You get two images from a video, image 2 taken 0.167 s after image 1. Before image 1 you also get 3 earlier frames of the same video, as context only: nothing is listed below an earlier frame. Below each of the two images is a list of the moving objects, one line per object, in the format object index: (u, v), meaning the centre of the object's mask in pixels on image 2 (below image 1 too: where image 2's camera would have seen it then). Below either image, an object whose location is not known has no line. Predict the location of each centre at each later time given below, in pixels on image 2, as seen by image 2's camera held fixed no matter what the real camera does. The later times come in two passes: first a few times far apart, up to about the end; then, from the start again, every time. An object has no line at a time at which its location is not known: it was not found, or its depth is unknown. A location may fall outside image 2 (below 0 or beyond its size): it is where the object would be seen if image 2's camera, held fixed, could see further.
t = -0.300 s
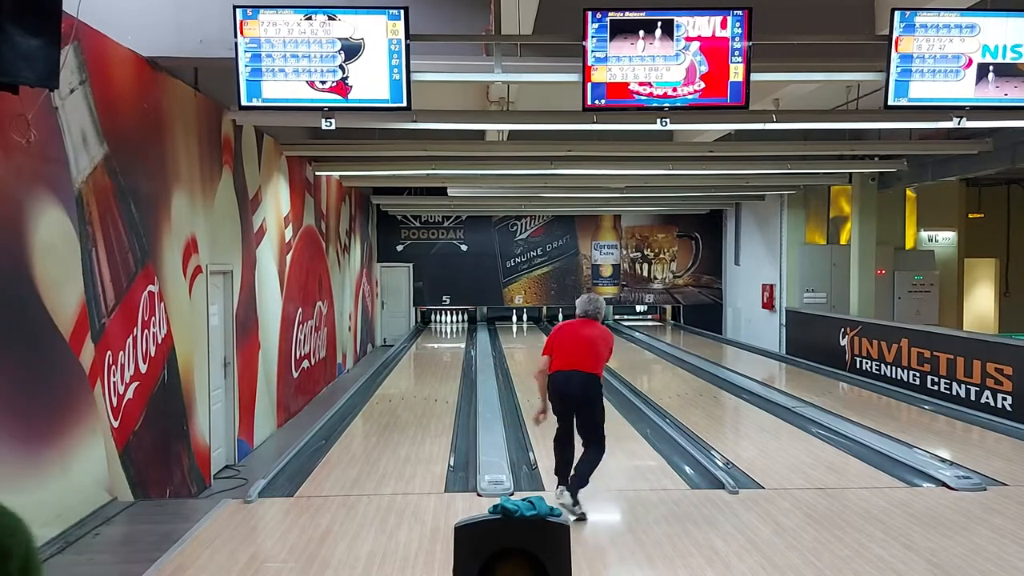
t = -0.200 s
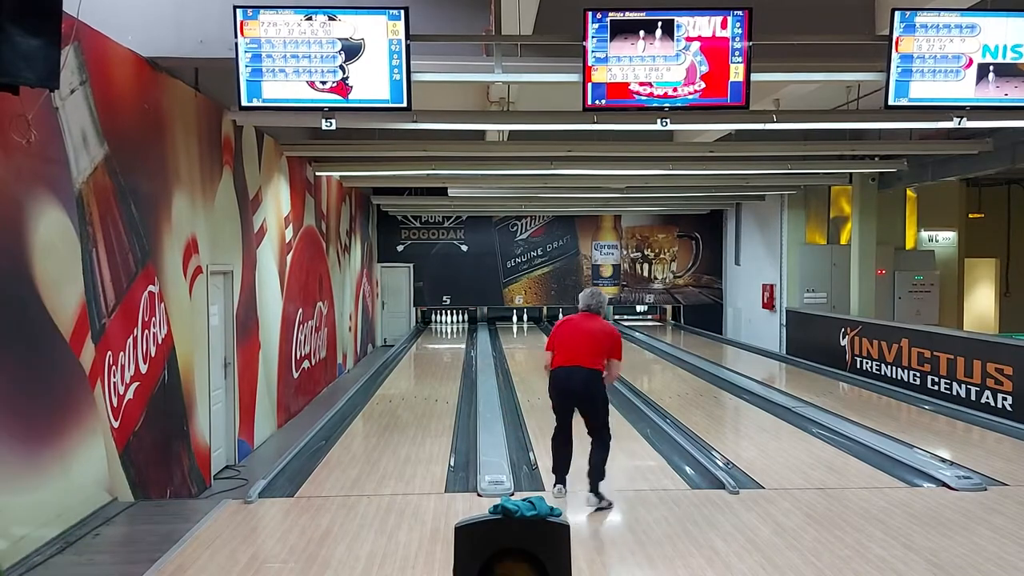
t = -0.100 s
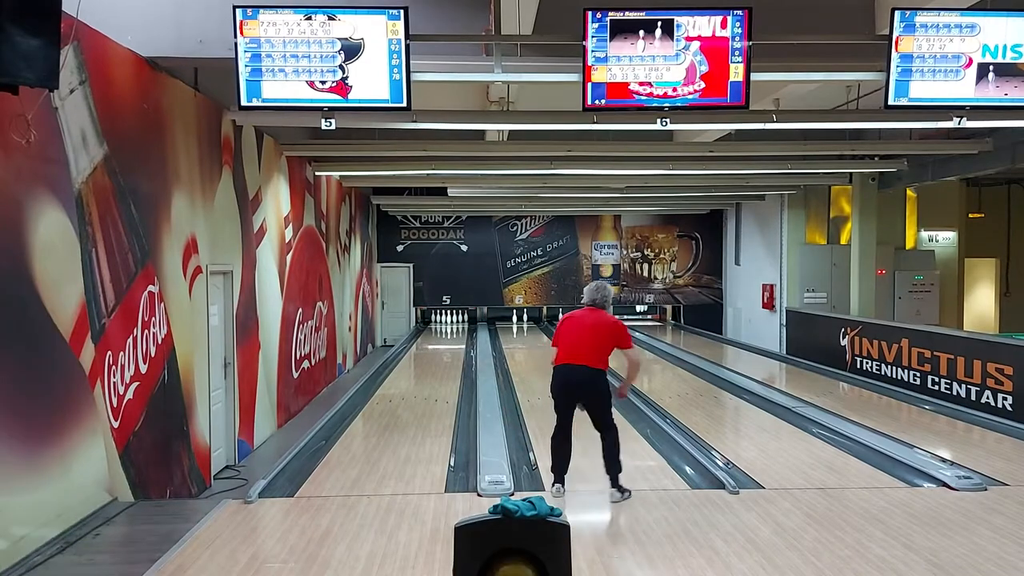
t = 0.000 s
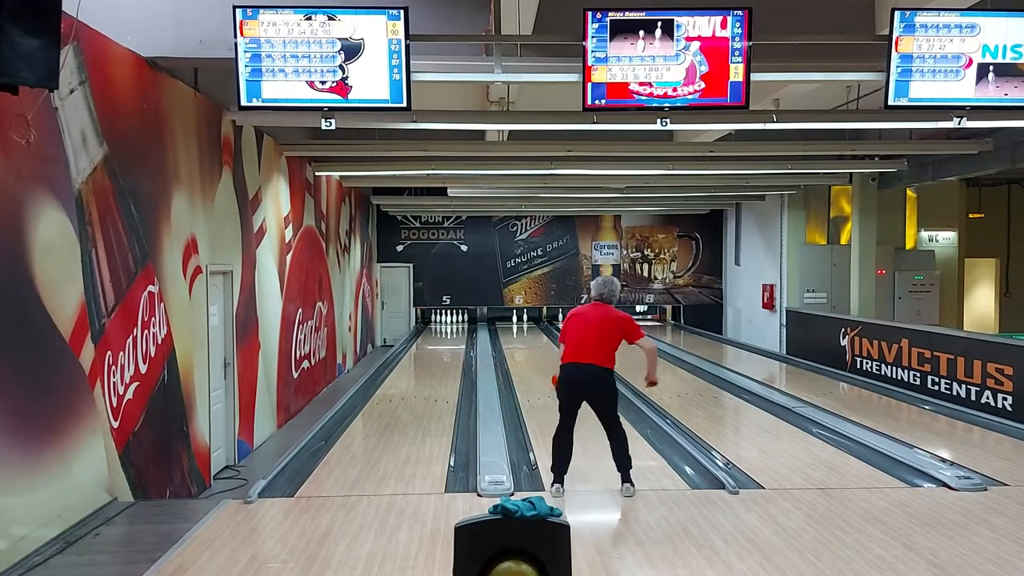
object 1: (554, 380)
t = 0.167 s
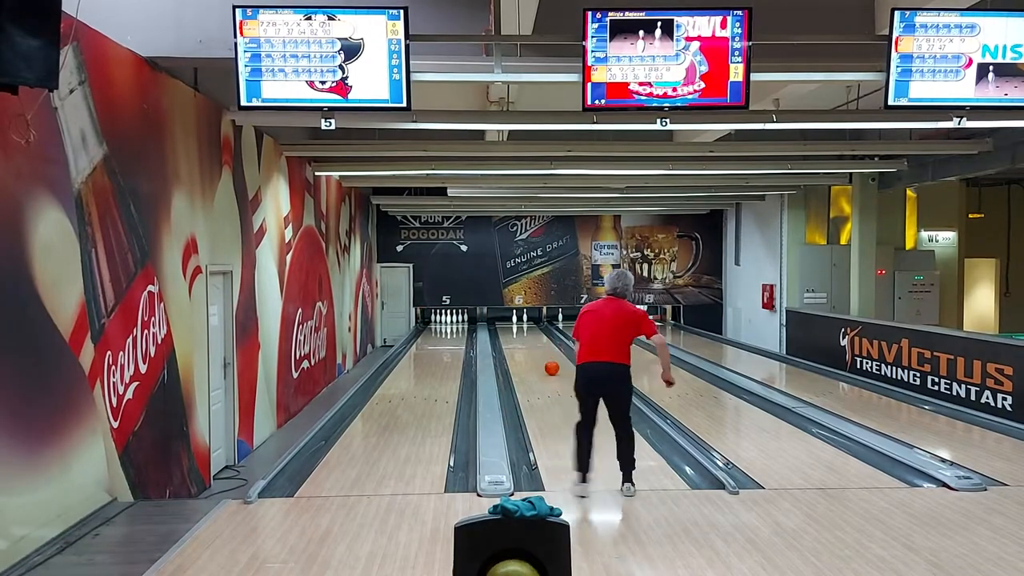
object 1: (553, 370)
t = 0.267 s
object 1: (548, 362)
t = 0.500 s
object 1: (540, 350)
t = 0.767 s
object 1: (534, 339)
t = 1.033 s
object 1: (529, 331)
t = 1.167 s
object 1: (527, 328)
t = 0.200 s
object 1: (550, 366)
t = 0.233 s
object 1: (549, 364)
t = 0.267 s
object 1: (548, 362)
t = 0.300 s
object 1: (547, 360)
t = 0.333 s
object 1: (546, 358)
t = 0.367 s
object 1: (544, 357)
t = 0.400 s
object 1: (543, 355)
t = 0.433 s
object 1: (542, 353)
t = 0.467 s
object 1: (541, 351)
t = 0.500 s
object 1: (540, 350)
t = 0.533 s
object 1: (539, 348)
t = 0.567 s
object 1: (539, 347)
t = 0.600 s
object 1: (538, 346)
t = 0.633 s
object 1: (537, 344)
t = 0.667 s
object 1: (536, 343)
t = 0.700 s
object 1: (535, 342)
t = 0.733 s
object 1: (534, 341)
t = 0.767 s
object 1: (534, 339)
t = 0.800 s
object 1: (533, 338)
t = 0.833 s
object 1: (532, 337)
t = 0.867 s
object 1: (532, 337)
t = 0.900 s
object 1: (531, 335)
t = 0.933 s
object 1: (530, 334)
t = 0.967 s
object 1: (530, 333)
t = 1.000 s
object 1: (529, 332)
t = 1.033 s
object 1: (529, 331)
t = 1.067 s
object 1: (528, 331)
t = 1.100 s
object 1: (528, 330)
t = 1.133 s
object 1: (528, 329)
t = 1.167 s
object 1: (527, 328)
